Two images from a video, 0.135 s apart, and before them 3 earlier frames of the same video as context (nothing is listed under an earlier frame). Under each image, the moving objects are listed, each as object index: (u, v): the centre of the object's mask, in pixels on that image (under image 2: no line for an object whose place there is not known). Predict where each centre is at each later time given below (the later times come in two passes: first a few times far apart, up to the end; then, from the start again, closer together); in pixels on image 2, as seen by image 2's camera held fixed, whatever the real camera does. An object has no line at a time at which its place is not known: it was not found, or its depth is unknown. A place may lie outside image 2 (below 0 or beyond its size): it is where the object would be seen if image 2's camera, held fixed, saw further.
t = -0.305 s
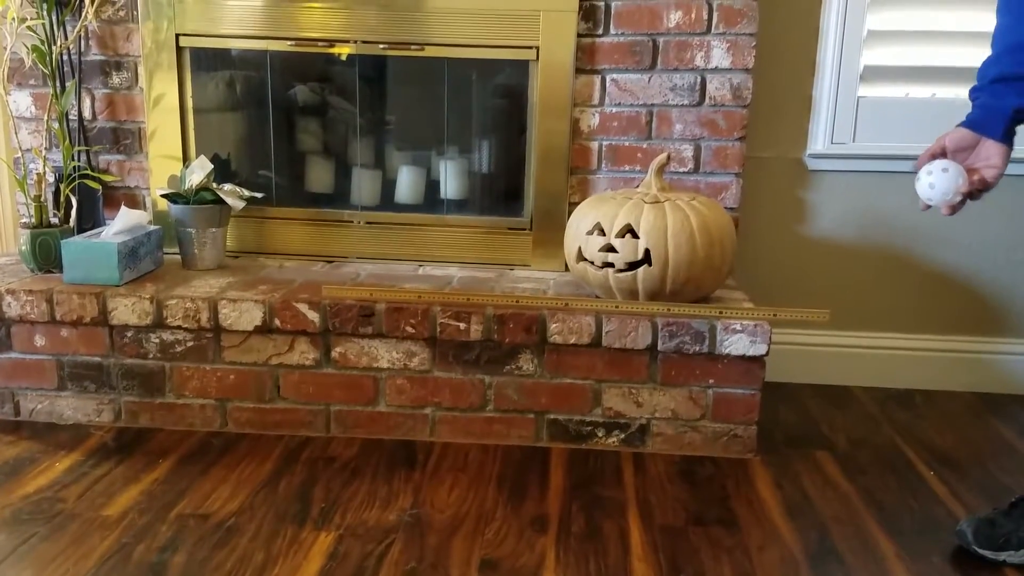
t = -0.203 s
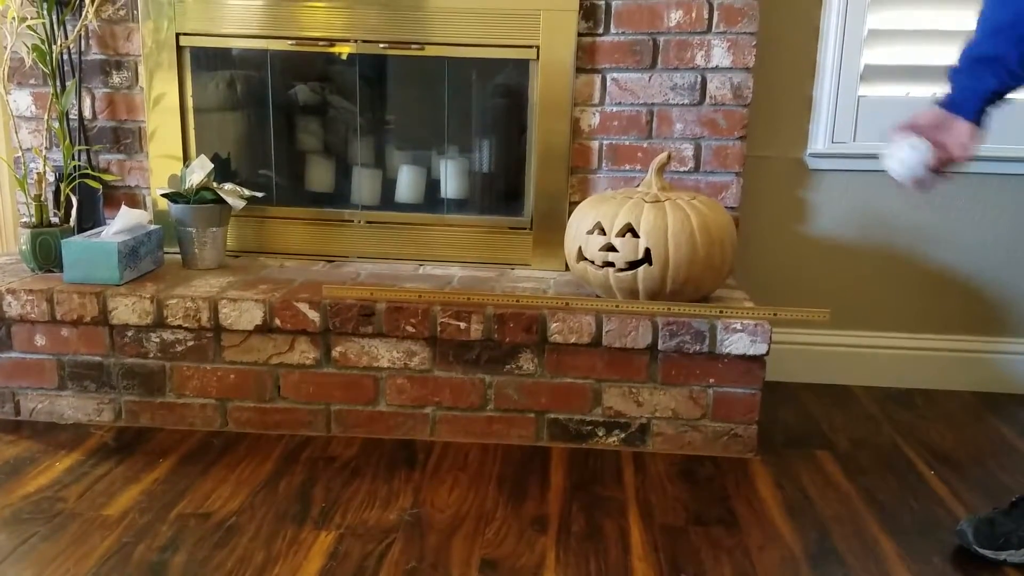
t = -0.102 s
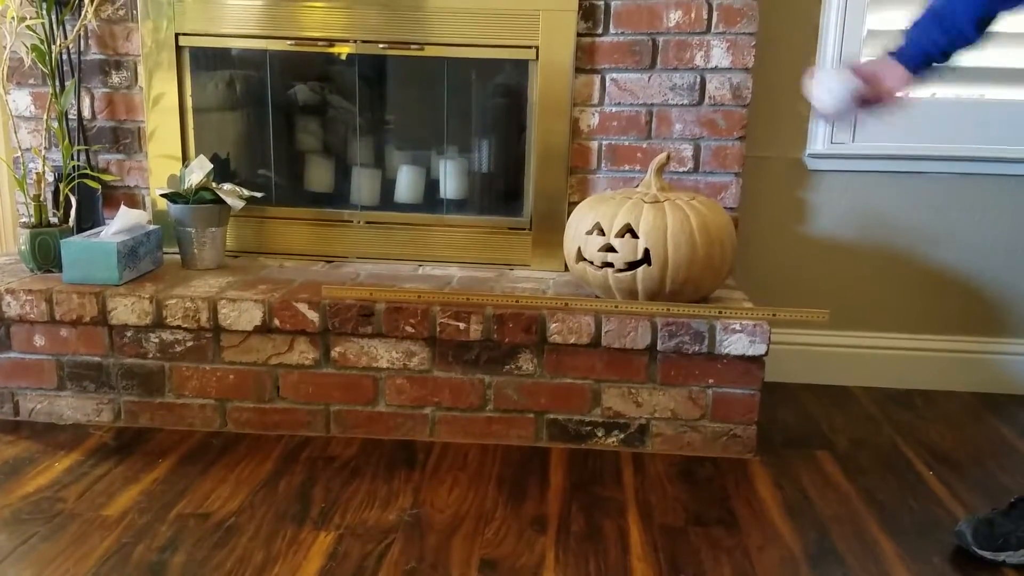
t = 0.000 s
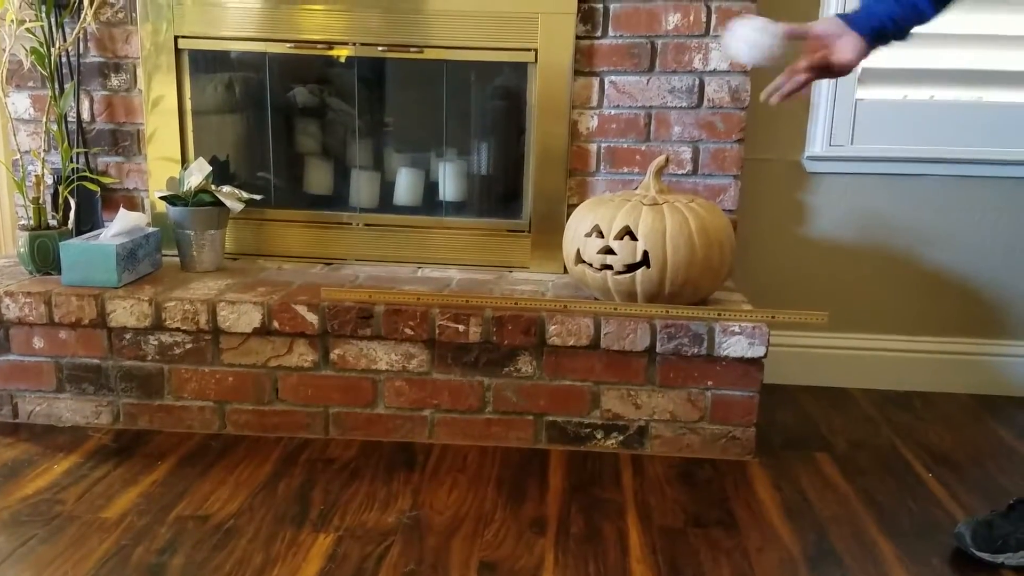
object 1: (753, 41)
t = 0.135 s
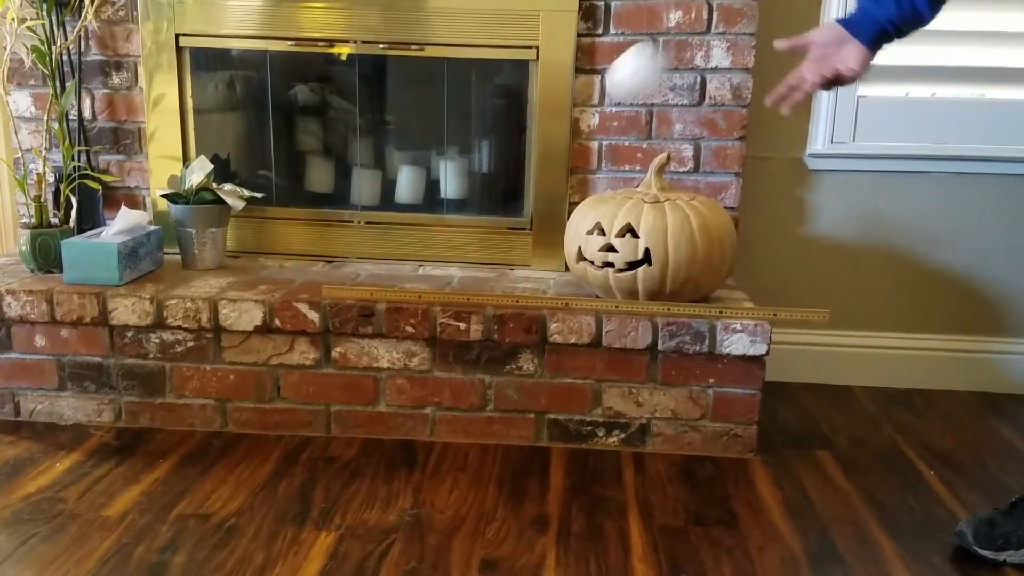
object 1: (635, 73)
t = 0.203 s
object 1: (574, 138)
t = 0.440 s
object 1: (402, 459)
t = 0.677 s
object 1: (316, 293)
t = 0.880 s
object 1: (248, 387)
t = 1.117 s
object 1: (156, 382)
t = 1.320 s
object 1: (80, 452)
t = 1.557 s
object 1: (8, 433)
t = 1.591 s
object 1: (3, 446)
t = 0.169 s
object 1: (607, 100)
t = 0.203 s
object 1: (574, 138)
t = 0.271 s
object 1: (521, 226)
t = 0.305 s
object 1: (493, 281)
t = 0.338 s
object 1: (467, 339)
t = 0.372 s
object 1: (441, 404)
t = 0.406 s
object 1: (417, 470)
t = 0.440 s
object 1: (402, 459)
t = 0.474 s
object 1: (390, 418)
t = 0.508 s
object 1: (377, 383)
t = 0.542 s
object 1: (365, 354)
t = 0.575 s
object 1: (353, 331)
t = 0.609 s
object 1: (341, 312)
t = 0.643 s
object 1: (329, 300)
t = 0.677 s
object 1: (316, 293)
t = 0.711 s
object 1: (304, 292)
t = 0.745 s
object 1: (292, 299)
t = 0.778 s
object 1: (281, 311)
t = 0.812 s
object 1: (269, 331)
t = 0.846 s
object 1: (258, 356)
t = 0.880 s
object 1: (248, 387)
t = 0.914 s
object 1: (238, 424)
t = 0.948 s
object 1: (229, 461)
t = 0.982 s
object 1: (215, 446)
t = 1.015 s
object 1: (200, 422)
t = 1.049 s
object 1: (185, 403)
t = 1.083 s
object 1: (171, 389)
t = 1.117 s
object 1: (156, 382)
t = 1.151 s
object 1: (142, 380)
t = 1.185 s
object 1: (128, 385)
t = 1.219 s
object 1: (116, 395)
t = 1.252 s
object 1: (103, 411)
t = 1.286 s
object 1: (92, 433)
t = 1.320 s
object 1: (80, 452)
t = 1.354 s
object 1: (68, 435)
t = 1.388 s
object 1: (56, 421)
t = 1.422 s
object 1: (44, 413)
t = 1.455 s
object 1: (33, 409)
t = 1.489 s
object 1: (22, 412)
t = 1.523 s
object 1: (14, 419)
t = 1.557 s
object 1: (8, 433)
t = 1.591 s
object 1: (3, 446)
